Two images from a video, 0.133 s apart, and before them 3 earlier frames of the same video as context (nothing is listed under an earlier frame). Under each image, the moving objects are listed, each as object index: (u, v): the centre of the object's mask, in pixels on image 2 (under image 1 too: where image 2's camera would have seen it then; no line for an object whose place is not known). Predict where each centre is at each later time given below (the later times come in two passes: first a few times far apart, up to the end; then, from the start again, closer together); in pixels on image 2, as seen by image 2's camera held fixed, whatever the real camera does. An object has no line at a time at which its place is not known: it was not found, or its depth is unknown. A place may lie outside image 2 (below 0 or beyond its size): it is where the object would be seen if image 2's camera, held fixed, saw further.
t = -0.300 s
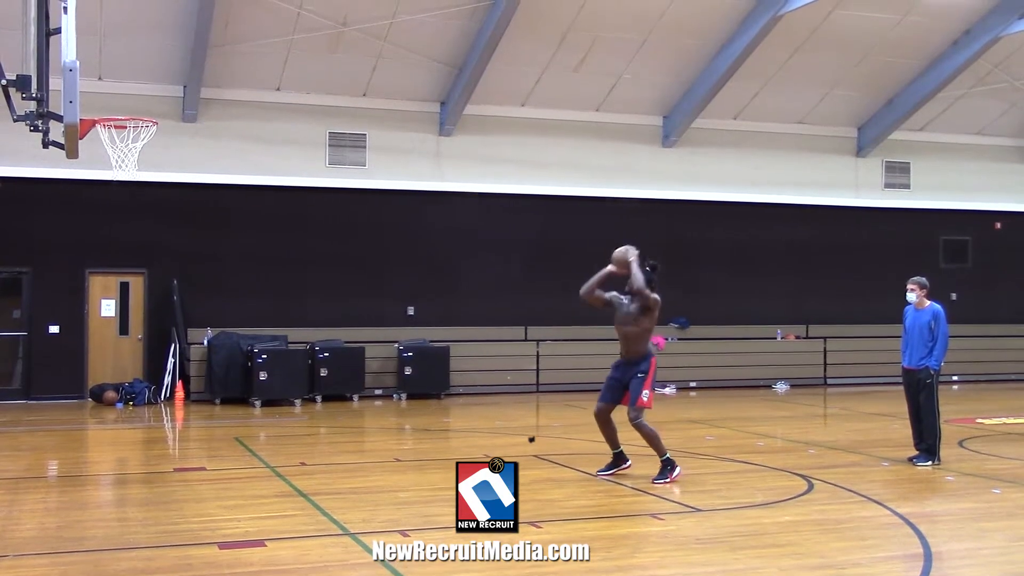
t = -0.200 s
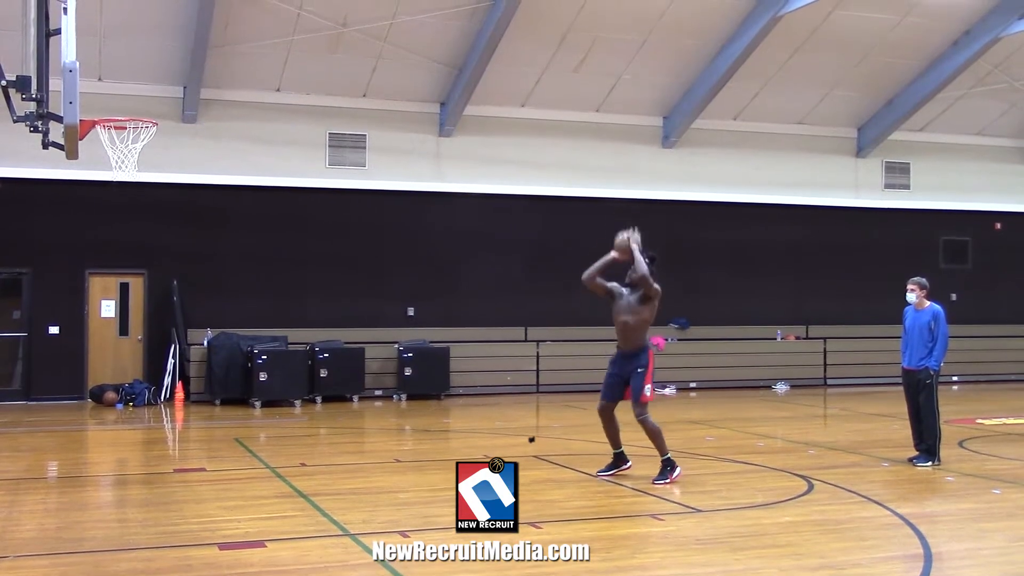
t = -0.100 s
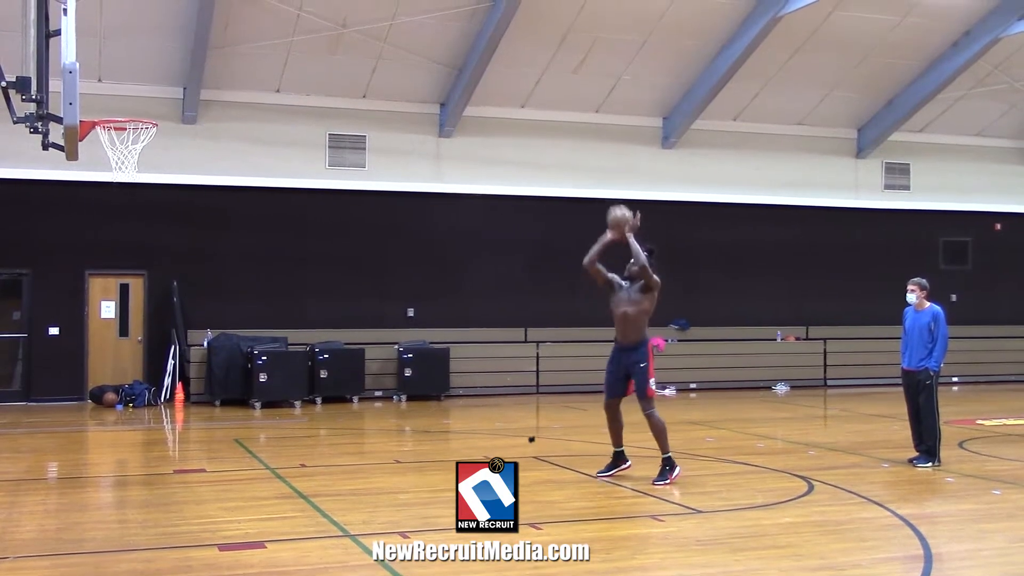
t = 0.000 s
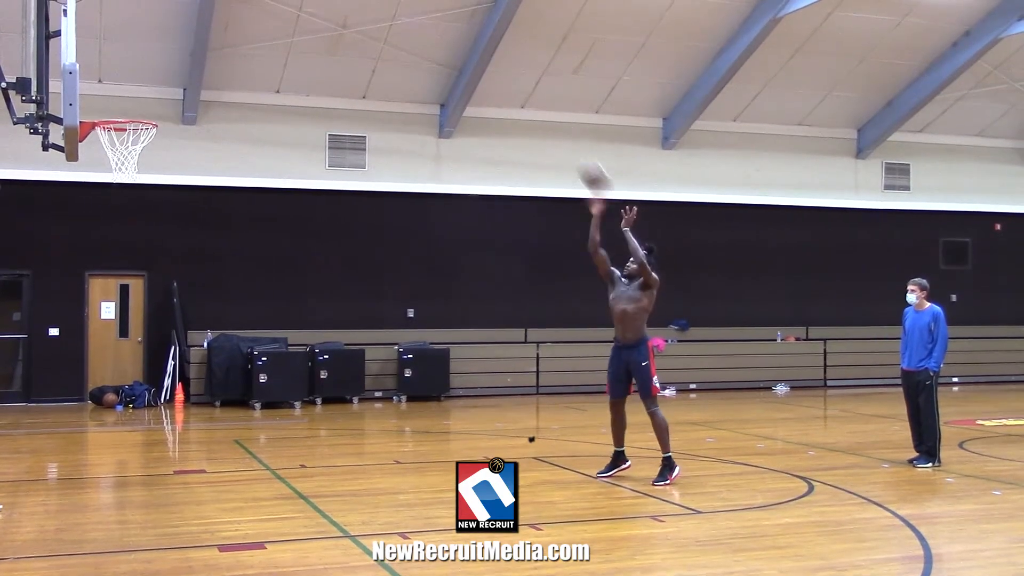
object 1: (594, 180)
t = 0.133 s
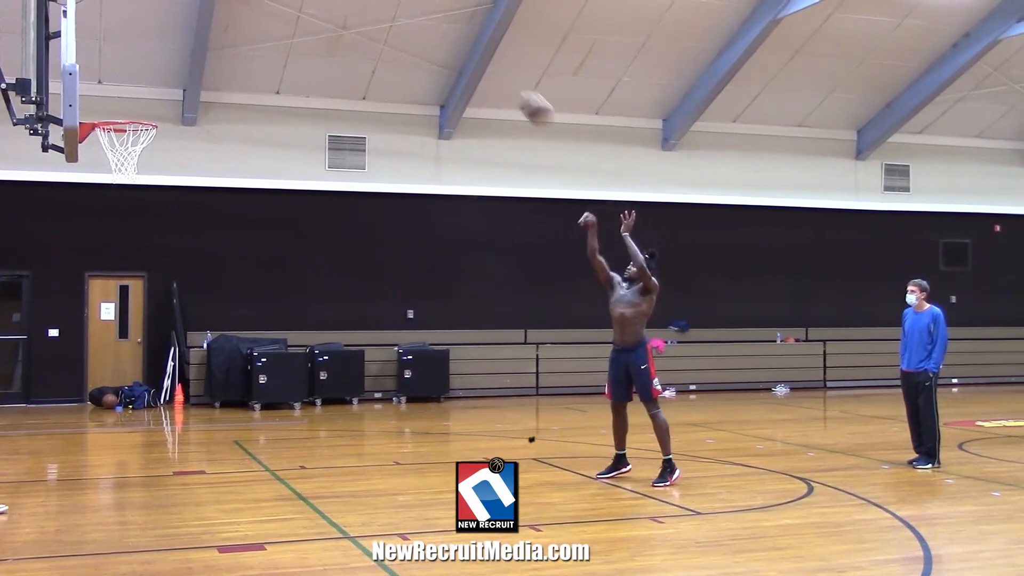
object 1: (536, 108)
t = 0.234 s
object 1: (491, 68)
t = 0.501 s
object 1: (365, 9)
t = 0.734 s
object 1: (248, 21)
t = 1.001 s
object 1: (109, 110)
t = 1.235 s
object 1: (172, 50)
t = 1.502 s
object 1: (255, 49)
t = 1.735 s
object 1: (333, 129)
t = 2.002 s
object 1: (431, 330)
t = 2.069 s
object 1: (458, 397)
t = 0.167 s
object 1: (521, 94)
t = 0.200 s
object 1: (505, 80)
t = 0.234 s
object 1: (491, 68)
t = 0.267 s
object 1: (475, 55)
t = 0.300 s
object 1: (459, 45)
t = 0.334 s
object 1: (444, 37)
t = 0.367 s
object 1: (428, 29)
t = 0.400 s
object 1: (412, 21)
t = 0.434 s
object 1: (397, 16)
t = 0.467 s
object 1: (382, 12)
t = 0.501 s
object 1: (365, 9)
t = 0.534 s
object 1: (348, 8)
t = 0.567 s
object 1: (332, 7)
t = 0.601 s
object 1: (316, 7)
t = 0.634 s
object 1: (299, 8)
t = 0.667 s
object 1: (283, 11)
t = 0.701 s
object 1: (265, 15)
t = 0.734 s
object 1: (248, 21)
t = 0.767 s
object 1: (232, 27)
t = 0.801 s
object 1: (215, 35)
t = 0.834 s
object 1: (198, 44)
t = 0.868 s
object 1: (180, 56)
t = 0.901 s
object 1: (162, 69)
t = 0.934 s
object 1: (146, 81)
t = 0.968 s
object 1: (127, 97)
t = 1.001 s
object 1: (109, 110)
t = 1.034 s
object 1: (113, 106)
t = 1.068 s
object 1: (124, 93)
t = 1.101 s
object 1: (134, 81)
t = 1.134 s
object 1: (143, 72)
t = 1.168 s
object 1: (152, 63)
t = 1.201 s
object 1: (162, 56)
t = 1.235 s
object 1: (172, 50)
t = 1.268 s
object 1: (182, 45)
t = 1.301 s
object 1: (191, 41)
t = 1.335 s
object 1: (203, 39)
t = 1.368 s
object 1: (212, 38)
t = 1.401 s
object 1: (223, 39)
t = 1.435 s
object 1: (234, 41)
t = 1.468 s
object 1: (244, 44)
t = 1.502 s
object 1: (255, 49)
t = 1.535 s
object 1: (266, 56)
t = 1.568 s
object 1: (277, 64)
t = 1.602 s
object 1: (288, 74)
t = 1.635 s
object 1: (299, 85)
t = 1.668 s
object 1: (310, 98)
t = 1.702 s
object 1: (323, 114)
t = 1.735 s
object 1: (333, 129)
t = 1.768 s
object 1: (346, 150)
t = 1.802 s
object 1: (356, 169)
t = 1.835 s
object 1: (372, 196)
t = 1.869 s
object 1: (383, 219)
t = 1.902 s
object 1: (394, 243)
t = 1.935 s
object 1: (407, 272)
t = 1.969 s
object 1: (420, 301)
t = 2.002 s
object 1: (431, 330)
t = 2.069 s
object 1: (458, 397)
